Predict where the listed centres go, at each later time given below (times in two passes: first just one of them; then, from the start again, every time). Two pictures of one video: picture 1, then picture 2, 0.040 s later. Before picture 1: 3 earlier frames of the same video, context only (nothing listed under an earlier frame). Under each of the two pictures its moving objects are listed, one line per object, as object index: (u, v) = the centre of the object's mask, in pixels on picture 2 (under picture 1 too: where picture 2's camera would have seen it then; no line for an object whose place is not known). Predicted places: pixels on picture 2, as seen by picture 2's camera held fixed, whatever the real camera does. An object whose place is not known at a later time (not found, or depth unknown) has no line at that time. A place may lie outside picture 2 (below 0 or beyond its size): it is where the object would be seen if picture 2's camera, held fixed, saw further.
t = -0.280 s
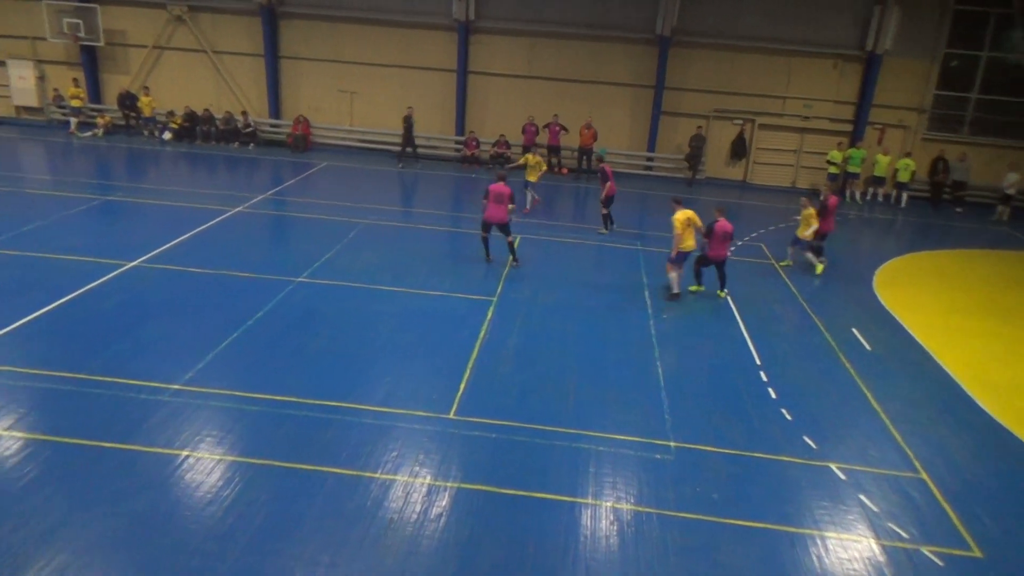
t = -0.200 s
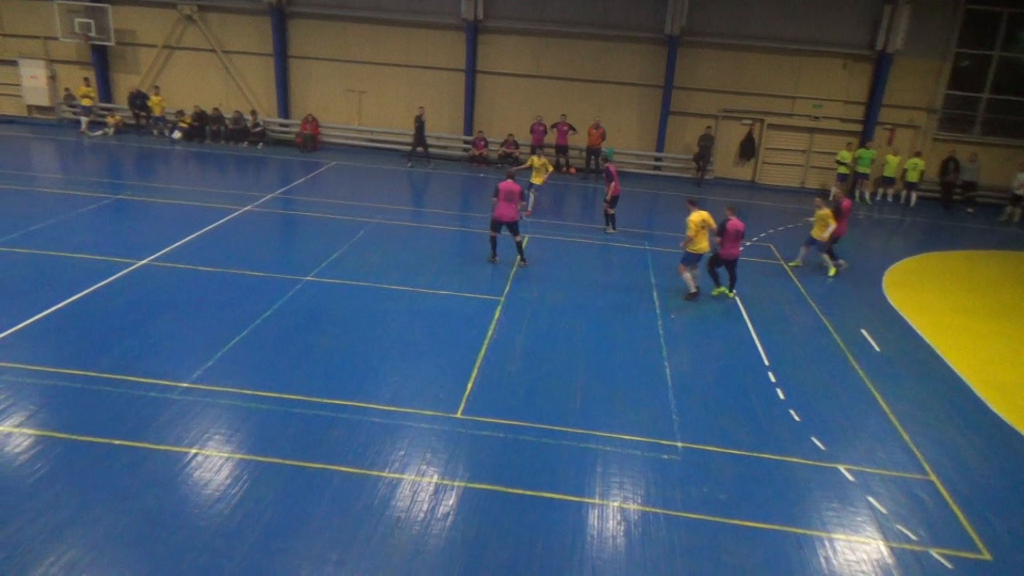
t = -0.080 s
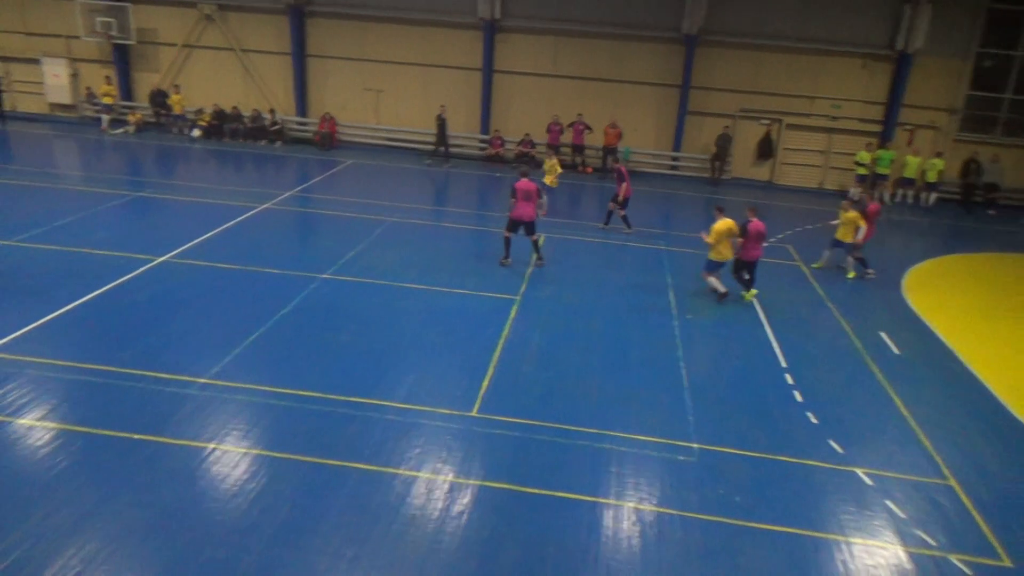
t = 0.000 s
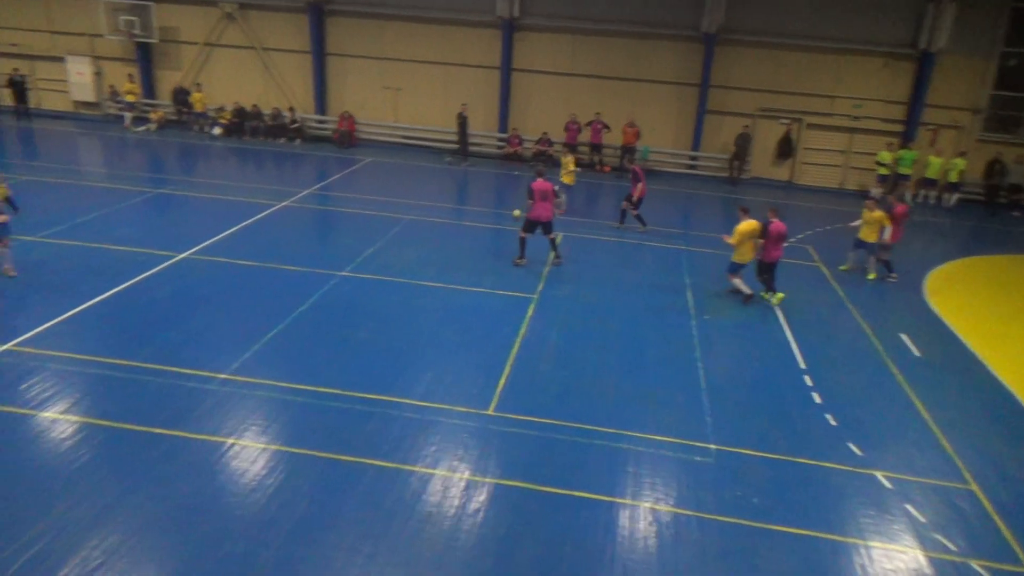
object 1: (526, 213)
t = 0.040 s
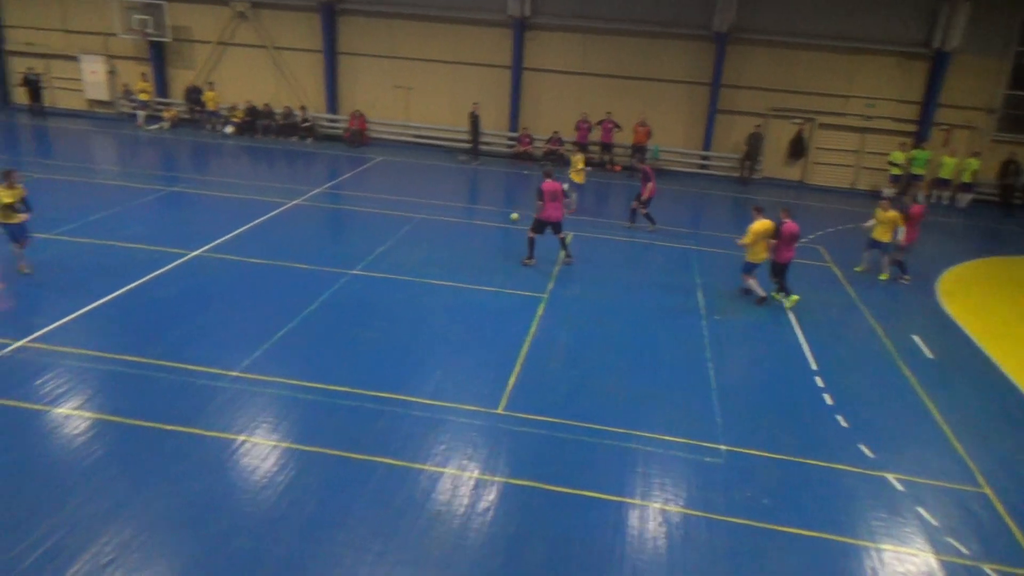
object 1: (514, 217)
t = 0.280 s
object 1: (437, 238)
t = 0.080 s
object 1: (502, 220)
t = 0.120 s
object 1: (489, 223)
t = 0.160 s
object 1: (476, 227)
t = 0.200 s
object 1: (464, 230)
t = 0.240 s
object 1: (450, 234)
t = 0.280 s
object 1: (437, 238)
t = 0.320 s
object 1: (423, 241)
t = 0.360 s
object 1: (409, 246)
